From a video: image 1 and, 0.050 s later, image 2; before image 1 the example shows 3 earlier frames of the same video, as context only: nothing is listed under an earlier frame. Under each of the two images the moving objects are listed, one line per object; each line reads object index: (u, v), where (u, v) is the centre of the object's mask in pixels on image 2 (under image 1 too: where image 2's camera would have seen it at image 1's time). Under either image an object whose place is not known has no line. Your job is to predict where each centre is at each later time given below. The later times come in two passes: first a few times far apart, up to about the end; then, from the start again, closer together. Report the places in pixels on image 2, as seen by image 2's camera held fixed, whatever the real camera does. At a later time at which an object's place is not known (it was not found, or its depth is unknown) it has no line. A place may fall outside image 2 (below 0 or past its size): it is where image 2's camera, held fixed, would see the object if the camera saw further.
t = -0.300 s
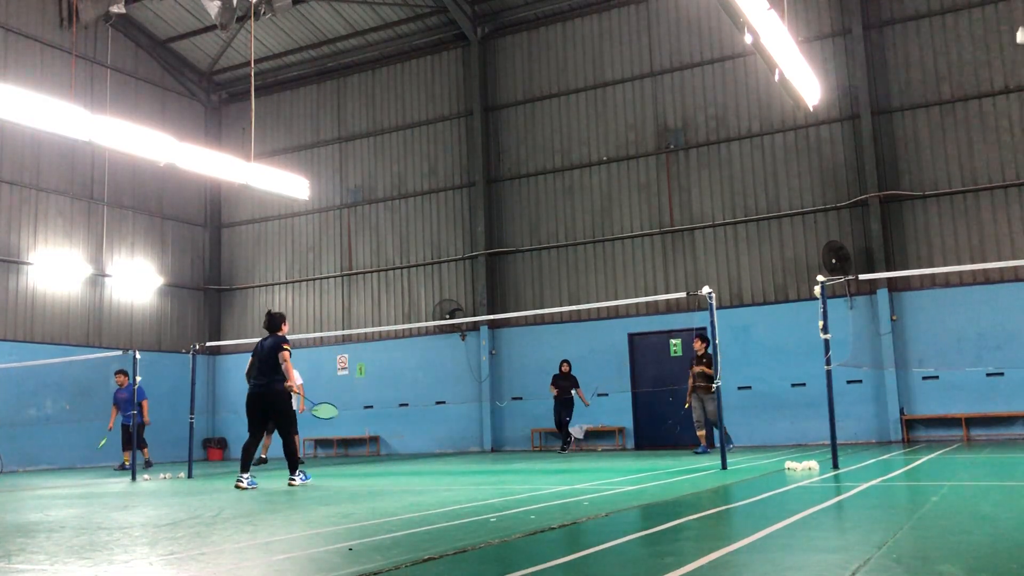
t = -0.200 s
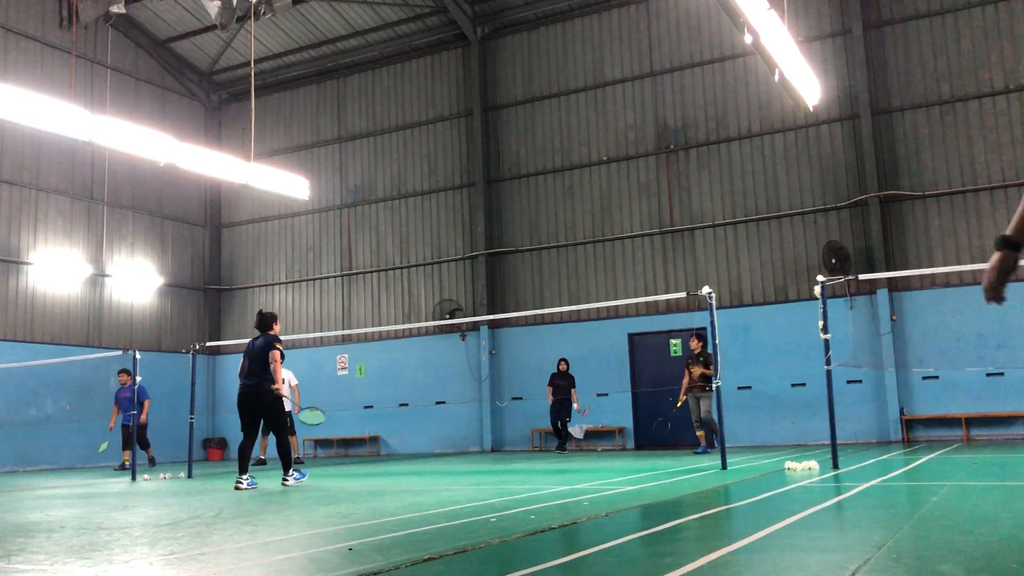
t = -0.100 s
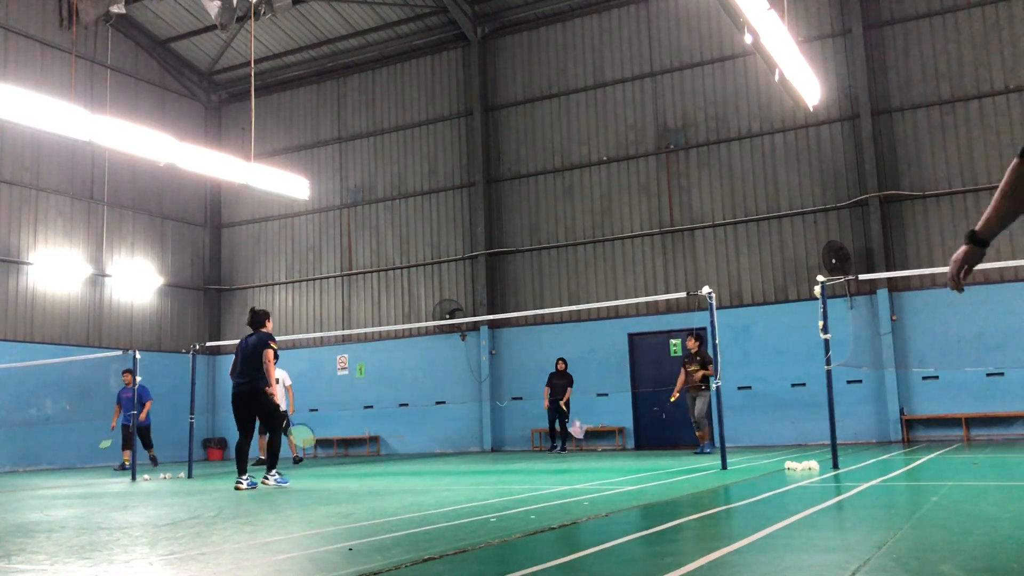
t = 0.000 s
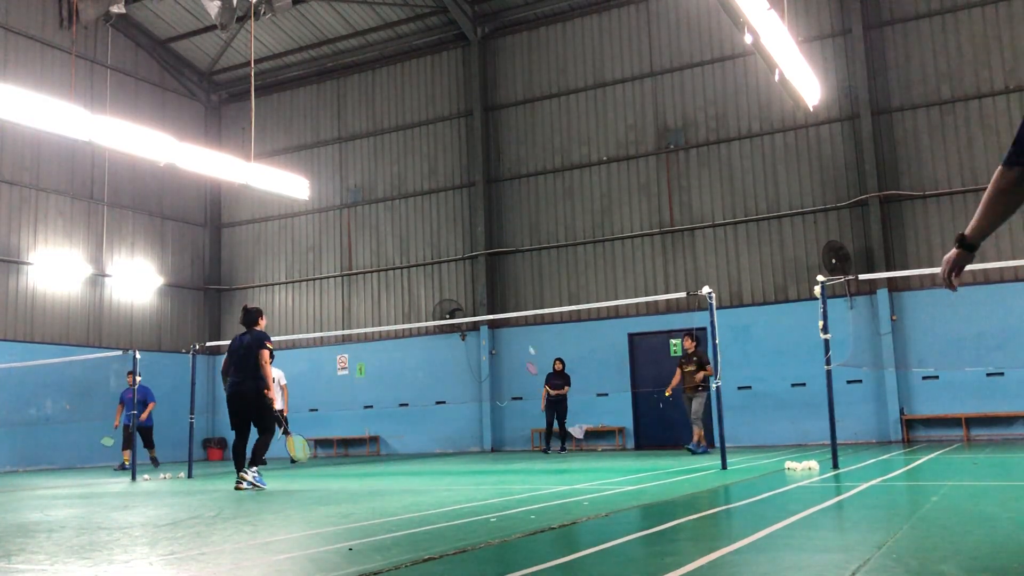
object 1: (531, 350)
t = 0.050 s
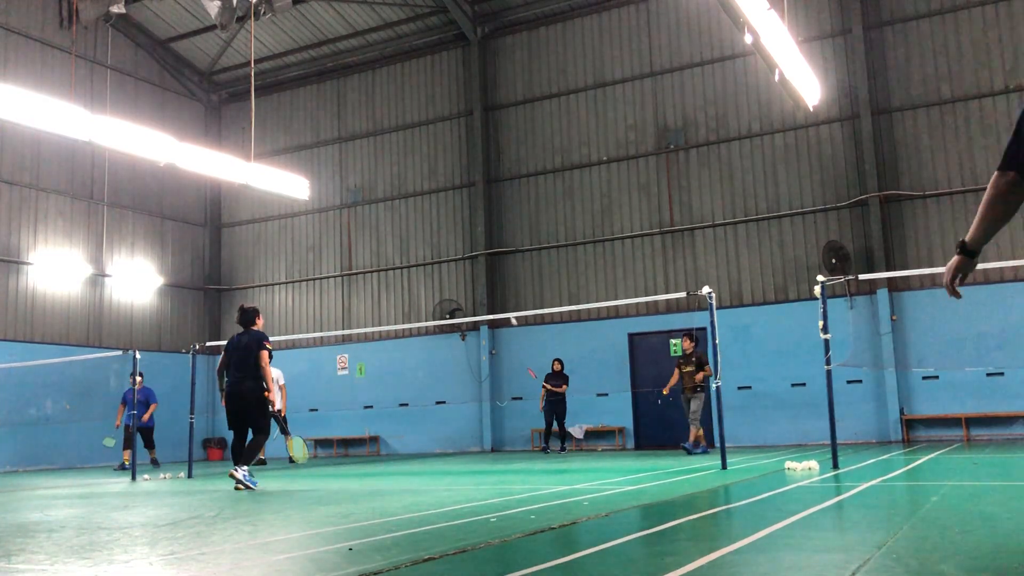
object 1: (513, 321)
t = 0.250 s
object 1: (452, 238)
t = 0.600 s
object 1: (363, 188)
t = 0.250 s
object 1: (452, 238)
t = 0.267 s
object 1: (448, 233)
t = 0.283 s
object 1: (443, 229)
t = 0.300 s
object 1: (438, 224)
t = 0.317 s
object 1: (434, 220)
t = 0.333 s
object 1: (429, 216)
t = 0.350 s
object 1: (425, 213)
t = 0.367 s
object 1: (421, 209)
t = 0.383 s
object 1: (417, 206)
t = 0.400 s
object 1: (413, 204)
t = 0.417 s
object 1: (408, 201)
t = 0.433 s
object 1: (404, 199)
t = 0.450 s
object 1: (399, 196)
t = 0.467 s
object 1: (396, 194)
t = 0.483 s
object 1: (392, 193)
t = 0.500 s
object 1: (387, 191)
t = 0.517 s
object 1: (383, 191)
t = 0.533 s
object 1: (379, 190)
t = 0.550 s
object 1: (375, 189)
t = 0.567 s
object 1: (371, 189)
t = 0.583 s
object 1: (367, 189)
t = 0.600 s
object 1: (363, 188)
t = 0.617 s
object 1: (359, 189)
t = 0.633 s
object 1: (355, 189)
